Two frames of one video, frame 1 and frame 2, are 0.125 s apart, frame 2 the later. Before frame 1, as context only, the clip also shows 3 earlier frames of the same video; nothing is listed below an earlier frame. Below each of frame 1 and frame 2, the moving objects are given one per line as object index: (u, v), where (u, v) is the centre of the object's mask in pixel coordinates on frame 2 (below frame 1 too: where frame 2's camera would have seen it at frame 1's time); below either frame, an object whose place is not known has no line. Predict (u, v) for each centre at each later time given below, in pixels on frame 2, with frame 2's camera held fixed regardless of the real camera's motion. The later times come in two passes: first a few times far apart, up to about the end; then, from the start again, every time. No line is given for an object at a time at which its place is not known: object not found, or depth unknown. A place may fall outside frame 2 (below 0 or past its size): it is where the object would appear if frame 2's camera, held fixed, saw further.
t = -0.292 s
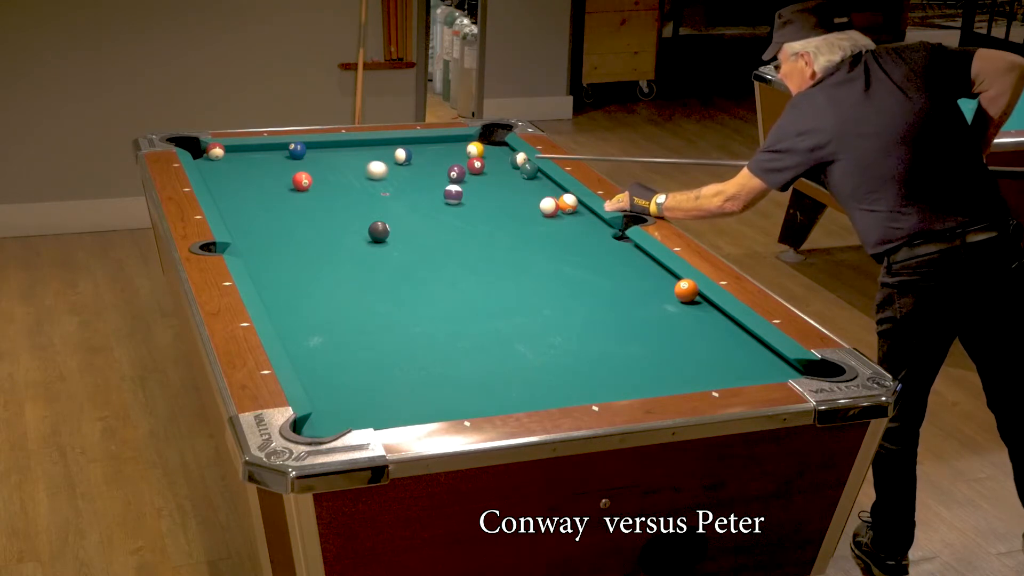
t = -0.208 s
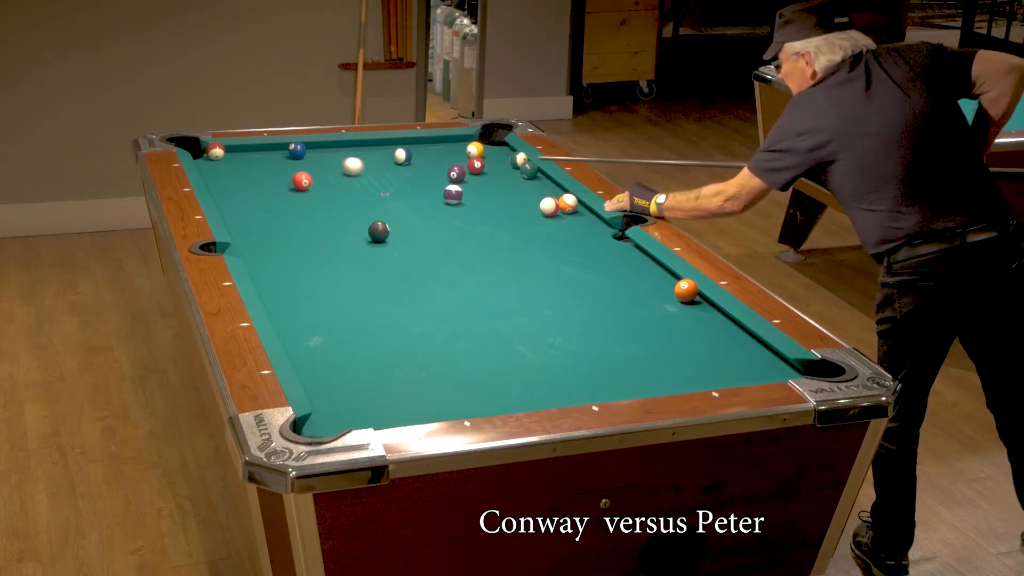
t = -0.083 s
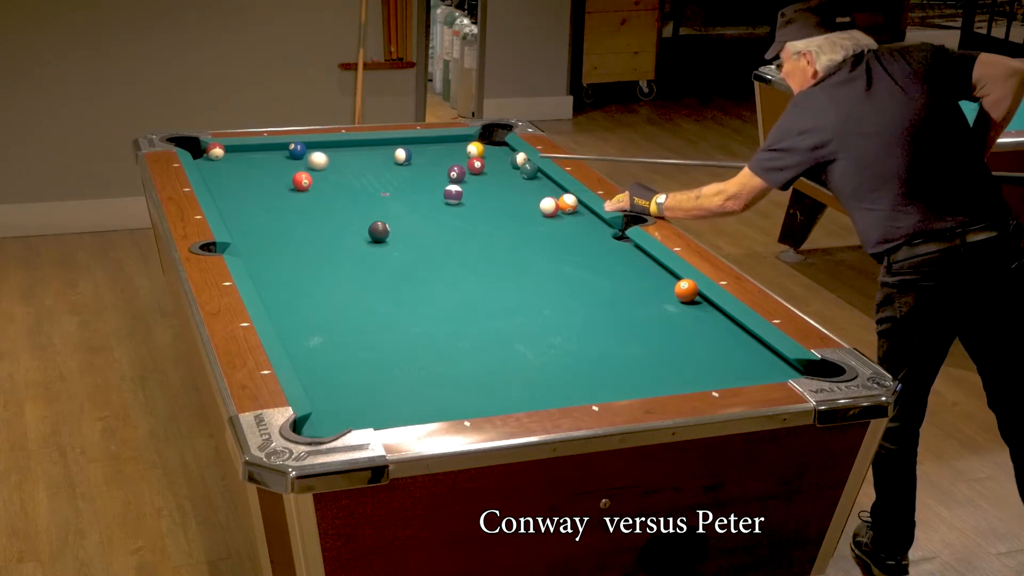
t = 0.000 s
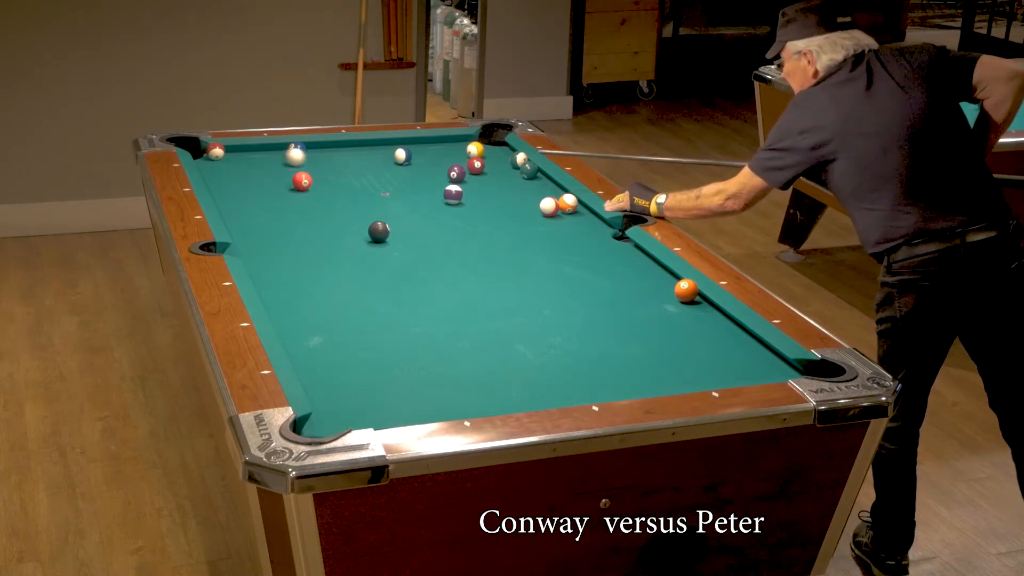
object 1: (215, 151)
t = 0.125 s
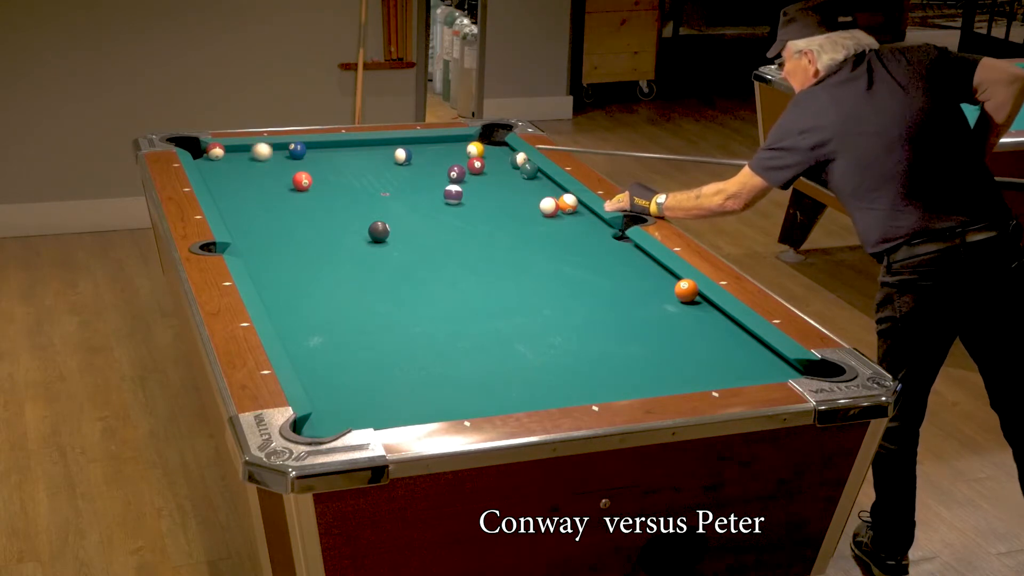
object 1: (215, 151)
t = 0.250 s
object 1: (215, 151)
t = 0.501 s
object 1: (194, 150)
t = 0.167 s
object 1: (215, 151)
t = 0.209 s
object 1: (215, 151)
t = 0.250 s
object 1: (215, 151)
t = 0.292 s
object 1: (210, 151)
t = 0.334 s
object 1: (206, 151)
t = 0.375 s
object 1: (200, 151)
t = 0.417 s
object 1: (197, 151)
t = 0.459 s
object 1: (195, 150)
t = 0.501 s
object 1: (194, 150)
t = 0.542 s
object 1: (194, 150)
